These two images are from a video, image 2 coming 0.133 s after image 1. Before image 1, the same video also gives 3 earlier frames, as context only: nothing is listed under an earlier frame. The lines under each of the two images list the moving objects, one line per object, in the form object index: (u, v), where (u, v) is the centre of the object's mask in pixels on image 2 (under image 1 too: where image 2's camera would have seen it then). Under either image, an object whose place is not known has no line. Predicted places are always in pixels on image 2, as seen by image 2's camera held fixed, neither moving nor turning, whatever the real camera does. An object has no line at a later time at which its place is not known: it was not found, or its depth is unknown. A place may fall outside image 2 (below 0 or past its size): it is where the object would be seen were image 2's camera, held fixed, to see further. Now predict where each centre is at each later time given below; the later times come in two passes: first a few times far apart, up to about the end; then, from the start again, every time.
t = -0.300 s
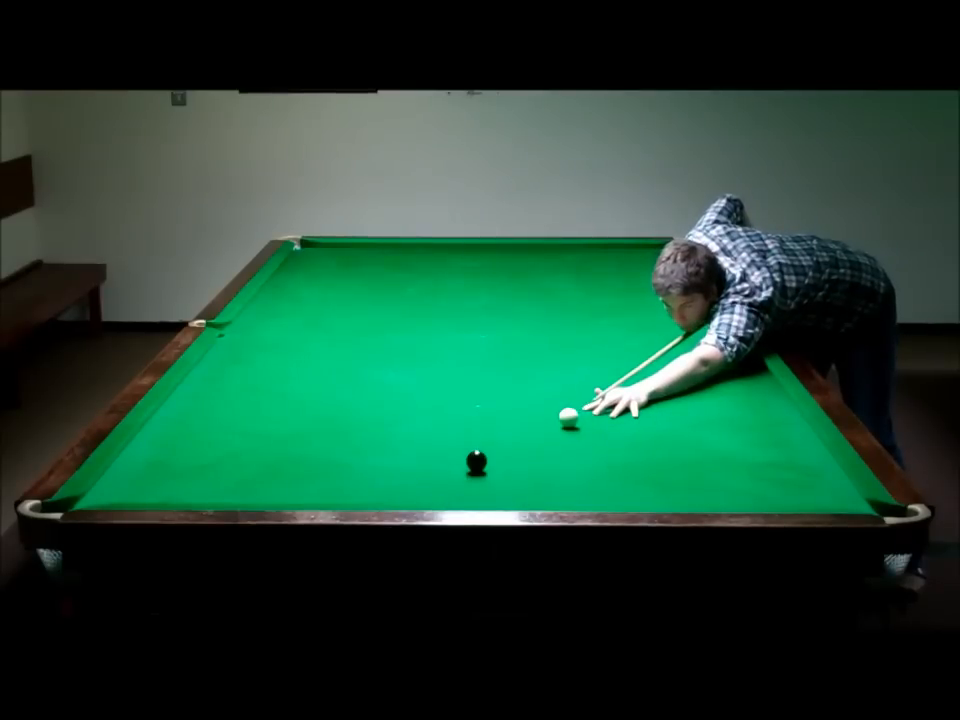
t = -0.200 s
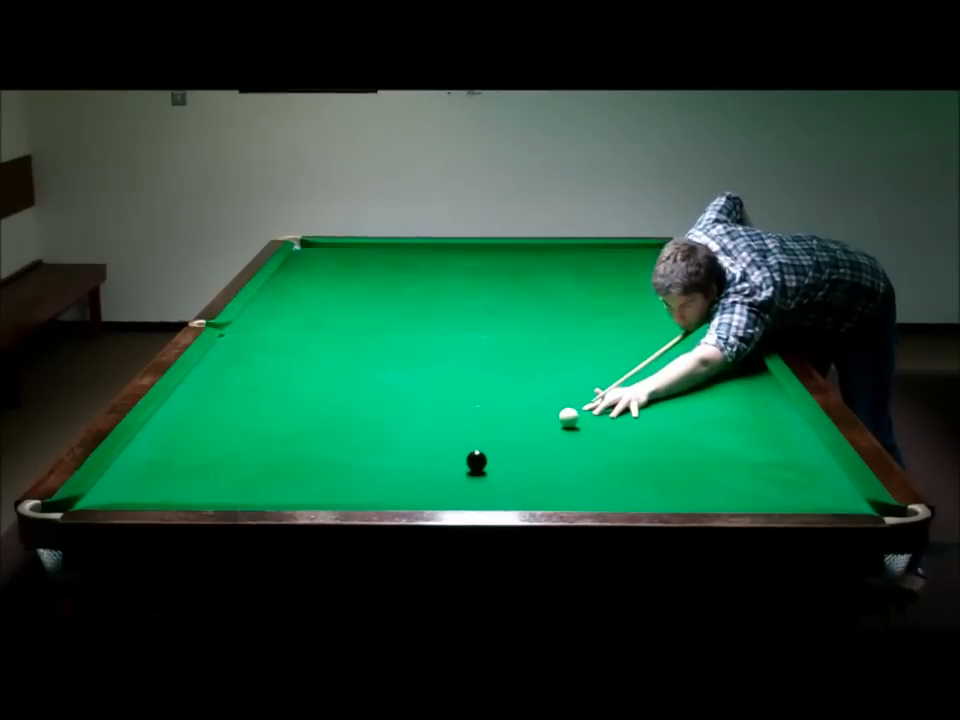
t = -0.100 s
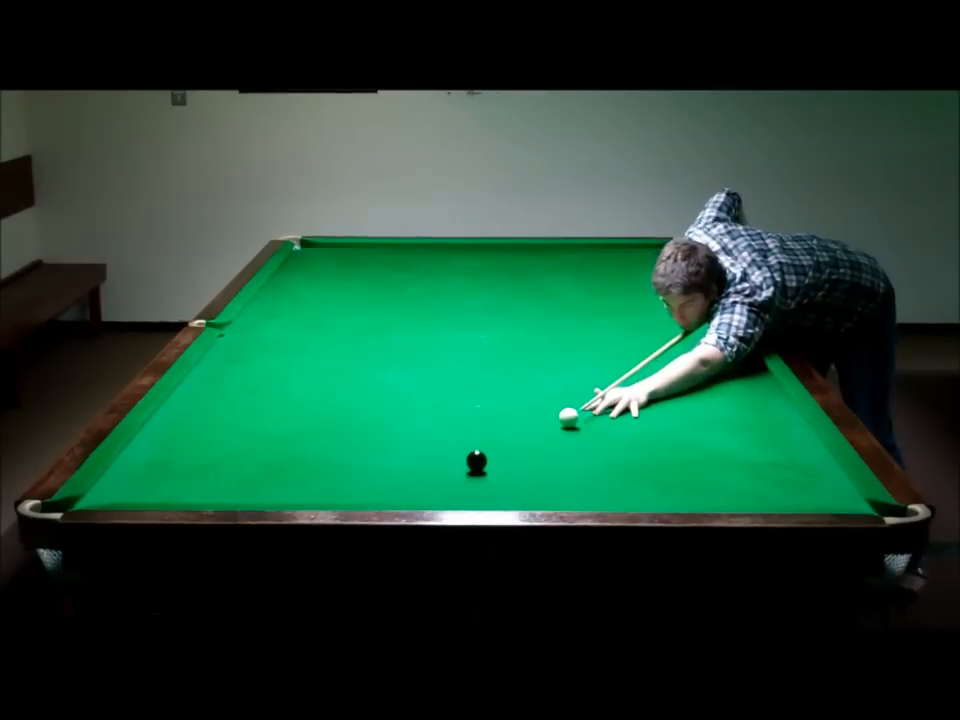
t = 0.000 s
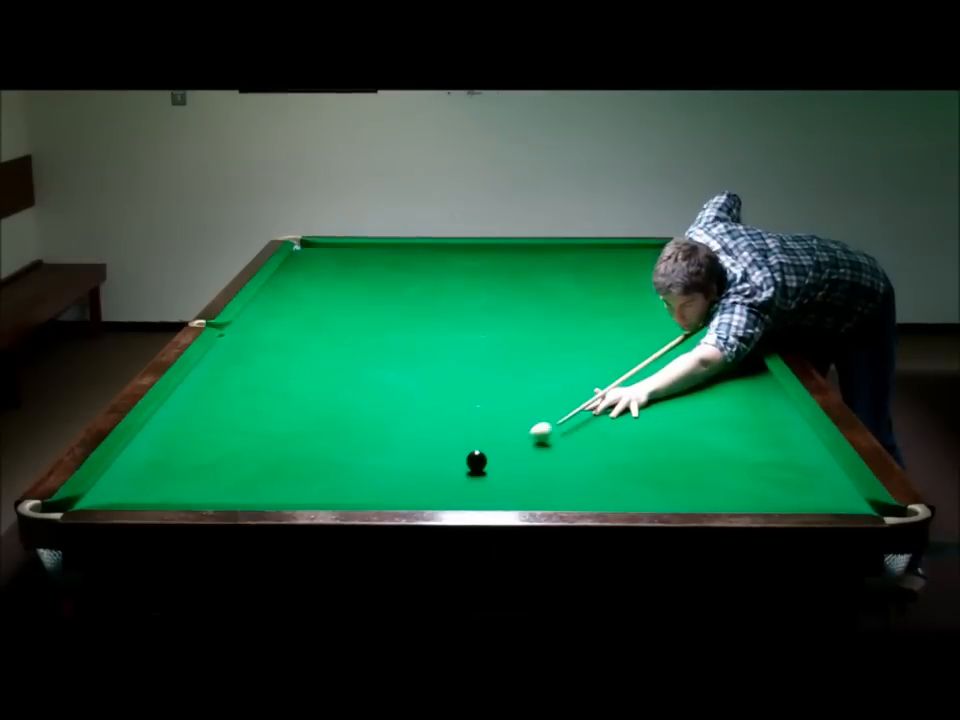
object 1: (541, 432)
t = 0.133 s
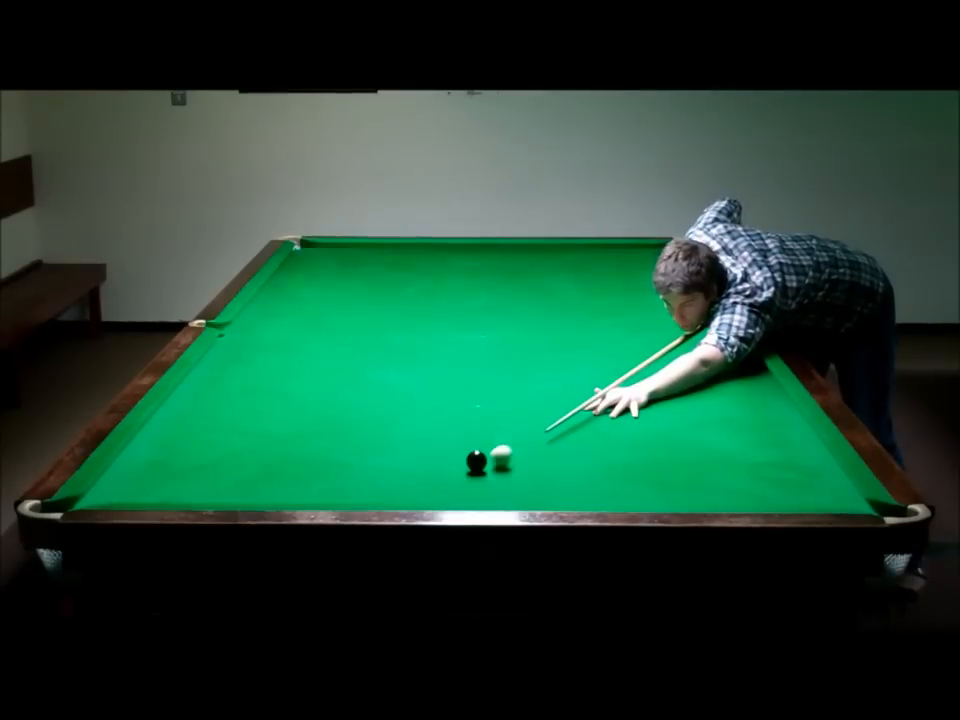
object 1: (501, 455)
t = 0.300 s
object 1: (506, 482)
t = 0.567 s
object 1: (520, 483)
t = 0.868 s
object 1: (538, 454)
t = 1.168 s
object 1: (554, 428)
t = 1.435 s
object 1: (566, 407)
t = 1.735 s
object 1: (579, 388)
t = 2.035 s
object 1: (589, 370)
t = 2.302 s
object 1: (597, 359)
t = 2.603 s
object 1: (606, 346)
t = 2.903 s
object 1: (613, 335)
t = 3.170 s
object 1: (619, 326)
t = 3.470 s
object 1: (625, 317)
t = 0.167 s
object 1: (500, 461)
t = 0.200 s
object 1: (503, 468)
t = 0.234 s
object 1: (504, 469)
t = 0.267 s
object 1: (506, 477)
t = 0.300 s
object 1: (506, 482)
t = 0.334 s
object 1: (507, 486)
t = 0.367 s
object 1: (508, 491)
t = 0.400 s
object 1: (509, 495)
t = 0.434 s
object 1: (510, 495)
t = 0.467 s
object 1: (513, 494)
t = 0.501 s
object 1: (516, 490)
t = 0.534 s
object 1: (517, 489)
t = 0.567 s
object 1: (520, 483)
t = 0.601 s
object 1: (522, 481)
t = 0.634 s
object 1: (523, 477)
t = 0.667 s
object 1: (526, 473)
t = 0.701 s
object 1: (529, 468)
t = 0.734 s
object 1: (530, 468)
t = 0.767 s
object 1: (532, 462)
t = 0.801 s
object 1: (534, 460)
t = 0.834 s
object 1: (536, 456)
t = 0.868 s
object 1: (538, 454)
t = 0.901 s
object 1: (540, 449)
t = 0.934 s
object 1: (541, 449)
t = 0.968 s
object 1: (543, 444)
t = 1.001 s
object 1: (545, 441)
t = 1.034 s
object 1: (546, 438)
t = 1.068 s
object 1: (549, 436)
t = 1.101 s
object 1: (551, 432)
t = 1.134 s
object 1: (552, 431)
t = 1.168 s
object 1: (554, 428)
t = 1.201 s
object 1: (556, 424)
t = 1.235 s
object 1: (557, 423)
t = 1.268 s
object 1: (558, 419)
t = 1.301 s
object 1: (560, 416)
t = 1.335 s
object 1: (562, 414)
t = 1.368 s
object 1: (563, 413)
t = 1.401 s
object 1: (565, 410)
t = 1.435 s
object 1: (566, 407)
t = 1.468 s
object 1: (567, 405)
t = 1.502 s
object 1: (569, 403)
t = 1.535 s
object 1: (571, 401)
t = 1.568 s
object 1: (572, 399)
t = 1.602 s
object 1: (573, 396)
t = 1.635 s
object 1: (575, 393)
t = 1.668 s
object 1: (576, 392)
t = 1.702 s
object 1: (577, 389)
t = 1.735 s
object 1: (579, 388)
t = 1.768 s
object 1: (579, 387)
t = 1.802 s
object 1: (580, 384)
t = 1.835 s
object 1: (582, 382)
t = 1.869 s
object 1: (583, 381)
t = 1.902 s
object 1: (584, 378)
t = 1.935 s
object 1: (585, 376)
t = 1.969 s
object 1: (586, 374)
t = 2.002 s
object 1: (587, 372)
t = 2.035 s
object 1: (589, 370)
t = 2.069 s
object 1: (589, 370)
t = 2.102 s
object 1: (591, 368)
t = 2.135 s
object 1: (592, 366)
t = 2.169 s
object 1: (593, 365)
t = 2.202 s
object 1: (594, 363)
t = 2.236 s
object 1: (596, 361)
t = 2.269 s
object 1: (596, 361)
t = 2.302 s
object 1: (597, 359)
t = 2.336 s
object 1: (599, 357)
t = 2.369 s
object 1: (599, 356)
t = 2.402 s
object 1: (600, 354)
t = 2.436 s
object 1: (602, 353)
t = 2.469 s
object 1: (602, 352)
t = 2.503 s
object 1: (603, 350)
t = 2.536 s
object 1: (604, 348)
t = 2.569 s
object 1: (605, 348)
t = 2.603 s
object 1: (606, 346)
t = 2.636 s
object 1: (607, 344)
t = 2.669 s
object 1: (607, 344)
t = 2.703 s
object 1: (608, 342)
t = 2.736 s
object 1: (609, 341)
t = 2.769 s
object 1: (610, 340)
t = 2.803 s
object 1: (611, 339)
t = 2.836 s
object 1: (611, 337)
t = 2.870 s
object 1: (612, 337)
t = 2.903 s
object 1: (613, 335)
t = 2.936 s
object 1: (614, 334)
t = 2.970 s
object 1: (614, 333)
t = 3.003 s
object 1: (615, 332)
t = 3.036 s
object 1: (617, 330)
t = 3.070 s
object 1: (617, 330)
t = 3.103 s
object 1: (618, 328)
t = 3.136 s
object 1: (618, 327)
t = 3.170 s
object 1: (619, 326)
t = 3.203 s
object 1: (620, 325)
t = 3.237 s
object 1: (621, 324)
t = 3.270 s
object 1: (622, 323)
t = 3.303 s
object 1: (622, 322)
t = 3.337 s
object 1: (622, 321)
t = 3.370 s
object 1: (624, 320)
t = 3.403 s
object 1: (624, 319)
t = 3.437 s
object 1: (624, 318)
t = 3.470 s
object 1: (625, 317)
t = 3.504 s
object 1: (626, 317)
